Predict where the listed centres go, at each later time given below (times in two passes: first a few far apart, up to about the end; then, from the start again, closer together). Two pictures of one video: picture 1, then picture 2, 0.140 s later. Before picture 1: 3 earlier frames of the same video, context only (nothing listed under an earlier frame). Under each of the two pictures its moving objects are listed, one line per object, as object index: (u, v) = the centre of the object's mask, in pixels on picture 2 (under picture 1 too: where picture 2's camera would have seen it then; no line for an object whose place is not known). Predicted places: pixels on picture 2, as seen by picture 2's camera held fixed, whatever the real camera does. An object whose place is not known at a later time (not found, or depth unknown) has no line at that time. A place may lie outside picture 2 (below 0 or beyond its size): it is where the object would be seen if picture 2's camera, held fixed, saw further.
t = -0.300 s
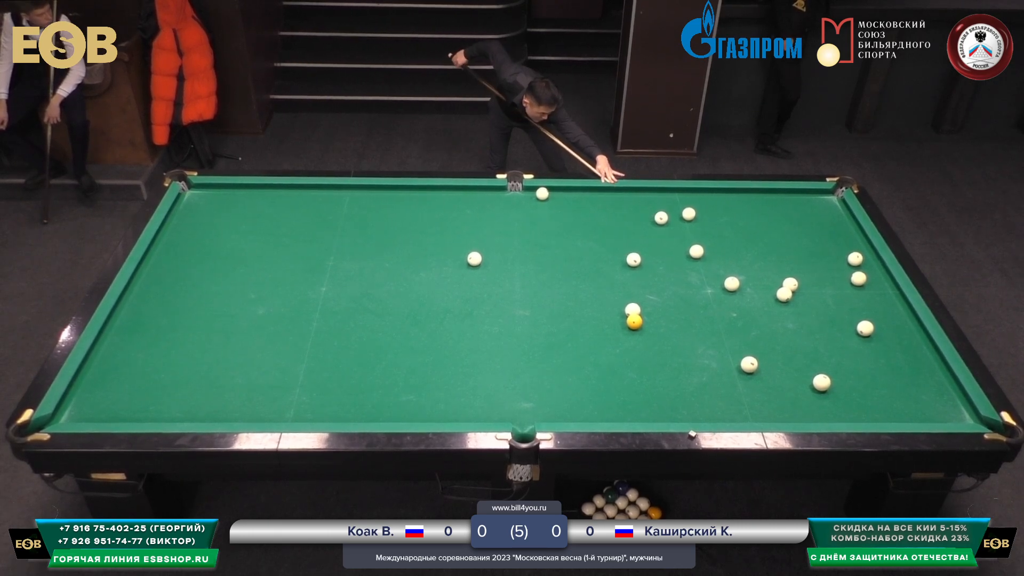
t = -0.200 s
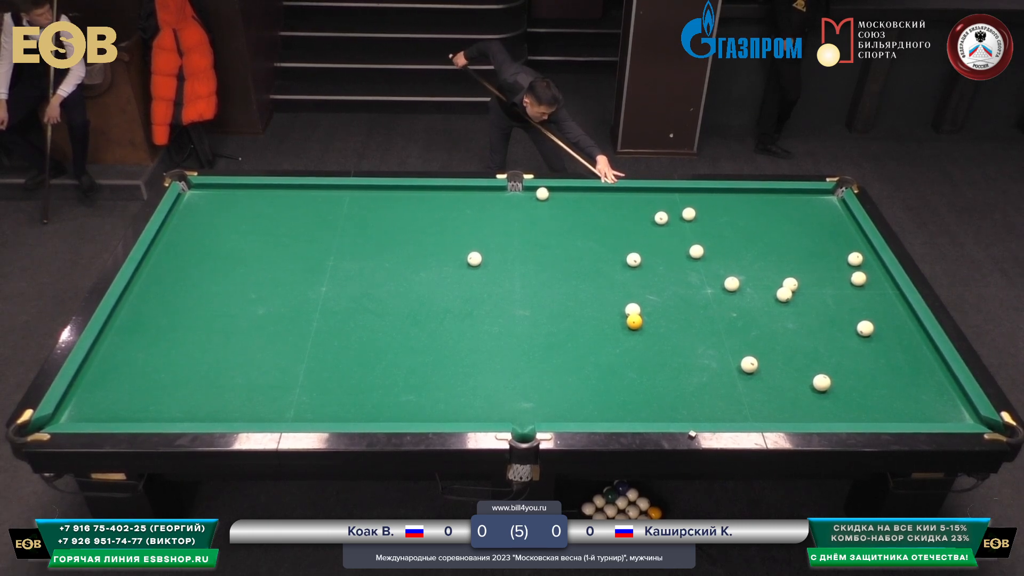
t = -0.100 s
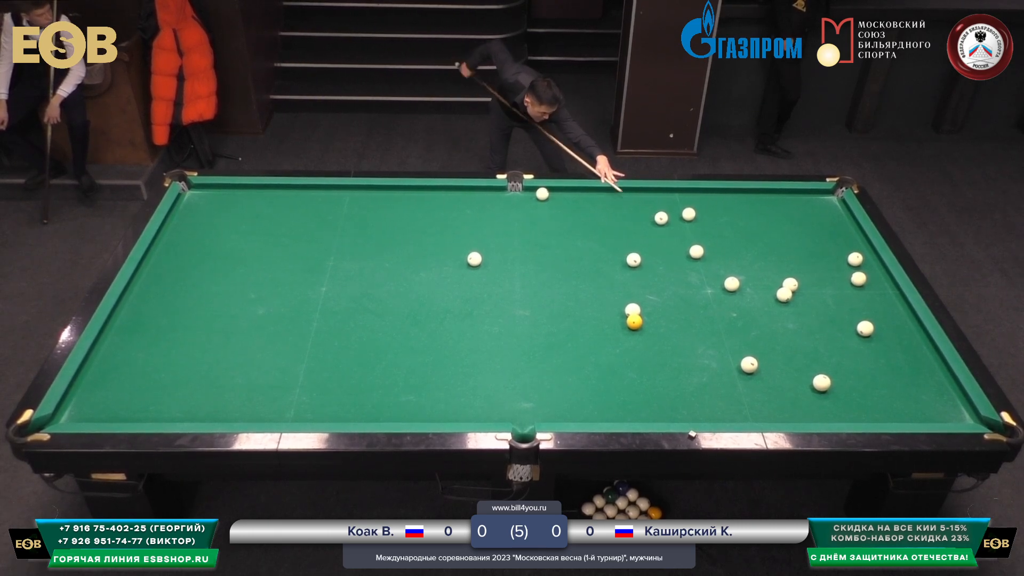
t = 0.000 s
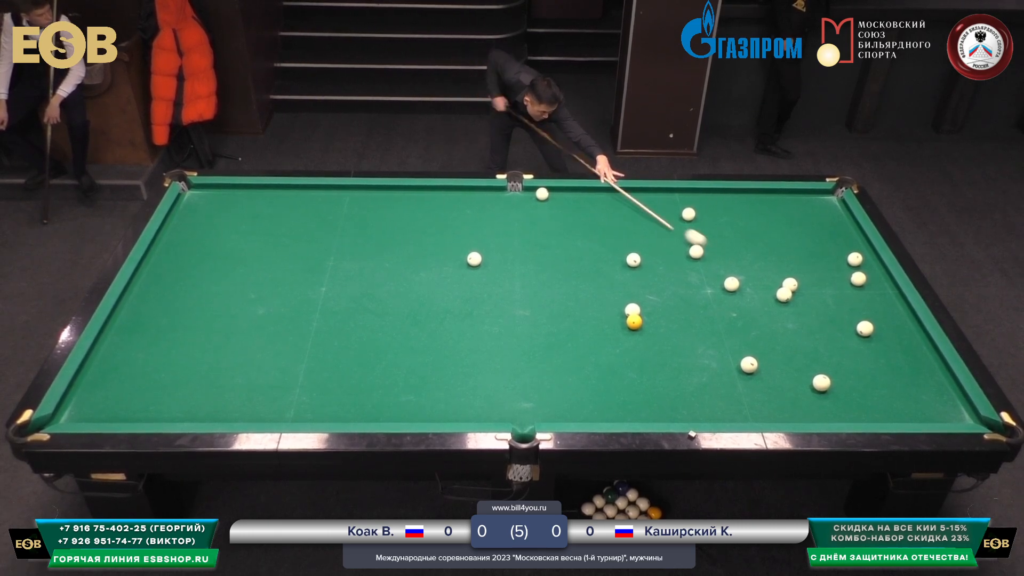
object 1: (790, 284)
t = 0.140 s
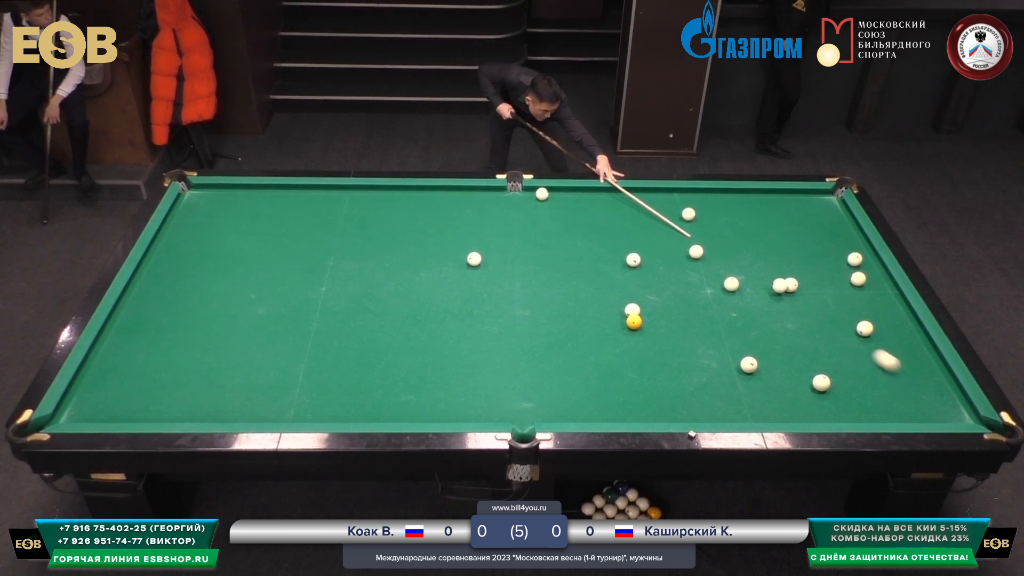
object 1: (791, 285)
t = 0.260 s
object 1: (795, 284)
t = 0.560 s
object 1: (805, 282)
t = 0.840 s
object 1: (813, 281)
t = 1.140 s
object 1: (820, 279)
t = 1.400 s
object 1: (824, 278)
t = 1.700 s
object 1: (829, 277)
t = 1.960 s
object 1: (832, 277)
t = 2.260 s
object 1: (834, 276)
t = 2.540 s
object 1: (835, 276)
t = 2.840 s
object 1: (835, 276)
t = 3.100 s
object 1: (835, 276)
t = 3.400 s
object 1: (835, 276)
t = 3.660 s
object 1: (835, 276)
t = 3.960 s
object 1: (835, 276)
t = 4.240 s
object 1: (835, 276)
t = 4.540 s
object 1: (835, 276)
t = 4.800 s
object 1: (835, 276)
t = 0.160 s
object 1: (792, 284)
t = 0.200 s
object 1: (793, 284)
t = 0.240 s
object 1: (794, 284)
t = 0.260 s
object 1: (795, 284)
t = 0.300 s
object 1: (796, 283)
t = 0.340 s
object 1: (797, 283)
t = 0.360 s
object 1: (798, 283)
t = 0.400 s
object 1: (799, 283)
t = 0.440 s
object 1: (801, 283)
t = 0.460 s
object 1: (801, 283)
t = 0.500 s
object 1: (803, 282)
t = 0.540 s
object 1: (804, 282)
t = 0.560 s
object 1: (805, 282)
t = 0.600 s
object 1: (806, 282)
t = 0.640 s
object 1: (807, 282)
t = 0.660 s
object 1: (808, 281)
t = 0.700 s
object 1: (809, 281)
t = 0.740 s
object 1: (810, 281)
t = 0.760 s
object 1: (811, 281)
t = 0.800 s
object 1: (812, 281)
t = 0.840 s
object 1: (813, 281)
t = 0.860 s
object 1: (813, 281)
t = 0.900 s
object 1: (814, 280)
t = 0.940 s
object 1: (815, 280)
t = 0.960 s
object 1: (815, 280)
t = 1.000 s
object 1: (816, 280)
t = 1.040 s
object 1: (817, 280)
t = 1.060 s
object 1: (818, 280)
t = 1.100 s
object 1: (819, 279)
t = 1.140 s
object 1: (820, 279)
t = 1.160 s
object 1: (820, 279)
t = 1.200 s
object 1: (821, 279)
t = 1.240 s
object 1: (822, 279)
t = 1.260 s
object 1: (822, 279)
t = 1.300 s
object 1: (823, 279)
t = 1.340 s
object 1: (823, 279)
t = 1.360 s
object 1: (824, 278)
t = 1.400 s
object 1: (824, 278)
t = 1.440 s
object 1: (825, 278)
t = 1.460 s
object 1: (826, 278)
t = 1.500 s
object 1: (826, 278)
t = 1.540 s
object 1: (827, 278)
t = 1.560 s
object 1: (827, 278)
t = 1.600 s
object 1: (828, 278)
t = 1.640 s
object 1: (828, 277)
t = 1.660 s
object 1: (828, 277)
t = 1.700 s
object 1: (829, 277)
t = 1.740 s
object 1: (830, 277)
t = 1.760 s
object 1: (830, 277)
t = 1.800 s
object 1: (830, 277)
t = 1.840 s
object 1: (831, 277)
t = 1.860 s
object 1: (831, 277)
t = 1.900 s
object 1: (831, 277)
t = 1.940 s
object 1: (832, 277)
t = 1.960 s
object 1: (832, 277)
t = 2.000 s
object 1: (833, 277)
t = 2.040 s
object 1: (833, 276)
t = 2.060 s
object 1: (833, 276)
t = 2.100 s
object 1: (833, 276)
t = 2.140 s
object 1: (834, 276)
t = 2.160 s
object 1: (834, 276)
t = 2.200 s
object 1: (834, 276)
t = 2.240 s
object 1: (834, 276)
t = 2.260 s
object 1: (834, 276)
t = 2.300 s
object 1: (834, 276)
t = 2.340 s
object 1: (835, 276)
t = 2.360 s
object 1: (835, 276)
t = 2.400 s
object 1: (835, 276)
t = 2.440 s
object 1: (835, 276)
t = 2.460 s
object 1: (835, 276)
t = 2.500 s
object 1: (835, 276)
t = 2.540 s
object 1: (835, 276)
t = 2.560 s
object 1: (835, 276)
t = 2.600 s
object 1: (835, 276)
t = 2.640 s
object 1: (835, 276)
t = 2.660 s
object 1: (835, 276)
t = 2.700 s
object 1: (835, 276)
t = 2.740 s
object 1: (835, 276)
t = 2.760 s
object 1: (835, 276)
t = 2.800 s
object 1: (835, 276)
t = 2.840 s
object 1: (835, 276)
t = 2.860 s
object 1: (835, 276)
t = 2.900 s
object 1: (835, 276)
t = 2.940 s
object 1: (835, 276)
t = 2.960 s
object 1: (835, 276)
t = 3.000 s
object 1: (835, 276)
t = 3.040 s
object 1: (835, 276)
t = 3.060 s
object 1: (835, 276)
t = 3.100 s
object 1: (835, 276)
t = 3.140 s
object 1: (835, 276)
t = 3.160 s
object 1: (835, 276)
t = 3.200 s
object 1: (835, 276)
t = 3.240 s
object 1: (835, 276)
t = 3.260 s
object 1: (835, 276)
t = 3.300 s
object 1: (835, 276)
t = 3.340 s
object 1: (835, 276)
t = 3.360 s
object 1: (835, 276)
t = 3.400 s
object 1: (835, 276)
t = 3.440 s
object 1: (835, 276)
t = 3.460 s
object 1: (835, 276)
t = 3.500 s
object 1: (835, 276)
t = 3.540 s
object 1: (835, 276)
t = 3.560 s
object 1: (835, 276)
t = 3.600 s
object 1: (835, 276)
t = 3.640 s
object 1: (835, 276)
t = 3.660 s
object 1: (835, 276)
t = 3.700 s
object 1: (835, 276)
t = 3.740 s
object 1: (835, 276)
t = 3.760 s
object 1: (835, 276)
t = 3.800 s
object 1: (835, 276)
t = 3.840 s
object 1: (835, 276)
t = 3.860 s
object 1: (835, 276)
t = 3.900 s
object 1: (835, 276)
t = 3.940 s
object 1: (835, 276)
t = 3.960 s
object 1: (835, 276)
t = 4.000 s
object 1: (835, 276)
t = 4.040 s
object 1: (835, 276)
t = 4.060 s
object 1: (835, 276)
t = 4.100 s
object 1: (835, 276)
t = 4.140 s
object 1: (835, 276)
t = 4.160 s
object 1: (835, 276)
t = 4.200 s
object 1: (835, 276)
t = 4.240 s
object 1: (835, 276)
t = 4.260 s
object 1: (835, 276)
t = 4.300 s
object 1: (835, 276)
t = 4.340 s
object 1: (835, 276)
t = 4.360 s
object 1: (835, 276)
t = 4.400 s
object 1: (835, 276)
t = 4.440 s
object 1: (835, 276)
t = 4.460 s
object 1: (835, 276)
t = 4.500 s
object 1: (835, 276)
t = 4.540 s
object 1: (835, 276)
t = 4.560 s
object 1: (835, 276)
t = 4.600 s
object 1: (835, 276)
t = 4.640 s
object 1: (835, 276)
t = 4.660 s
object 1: (835, 276)
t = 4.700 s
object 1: (835, 276)
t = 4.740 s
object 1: (835, 276)
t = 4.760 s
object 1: (835, 276)
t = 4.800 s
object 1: (835, 276)
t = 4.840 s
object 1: (835, 276)
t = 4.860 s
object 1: (835, 276)
